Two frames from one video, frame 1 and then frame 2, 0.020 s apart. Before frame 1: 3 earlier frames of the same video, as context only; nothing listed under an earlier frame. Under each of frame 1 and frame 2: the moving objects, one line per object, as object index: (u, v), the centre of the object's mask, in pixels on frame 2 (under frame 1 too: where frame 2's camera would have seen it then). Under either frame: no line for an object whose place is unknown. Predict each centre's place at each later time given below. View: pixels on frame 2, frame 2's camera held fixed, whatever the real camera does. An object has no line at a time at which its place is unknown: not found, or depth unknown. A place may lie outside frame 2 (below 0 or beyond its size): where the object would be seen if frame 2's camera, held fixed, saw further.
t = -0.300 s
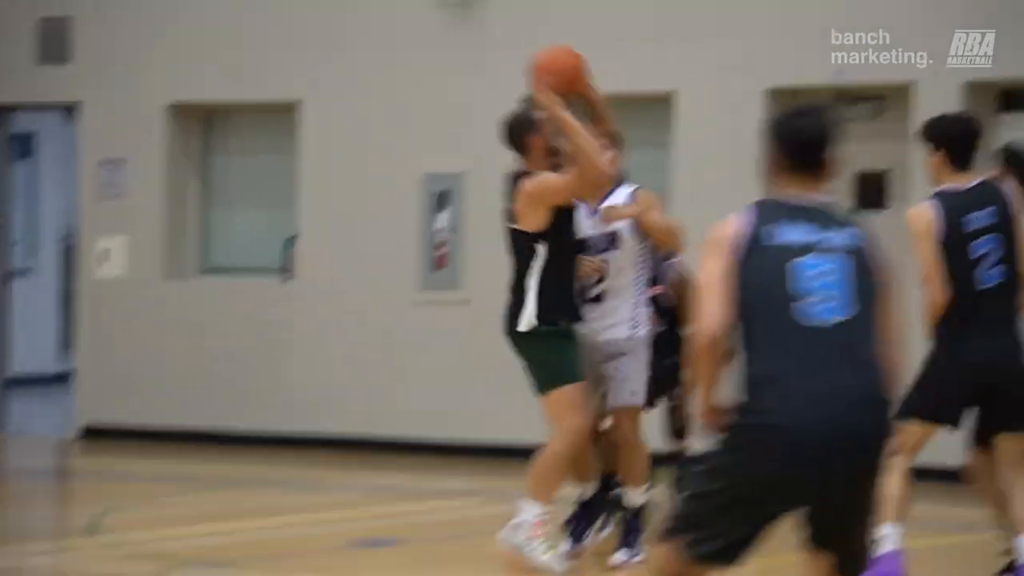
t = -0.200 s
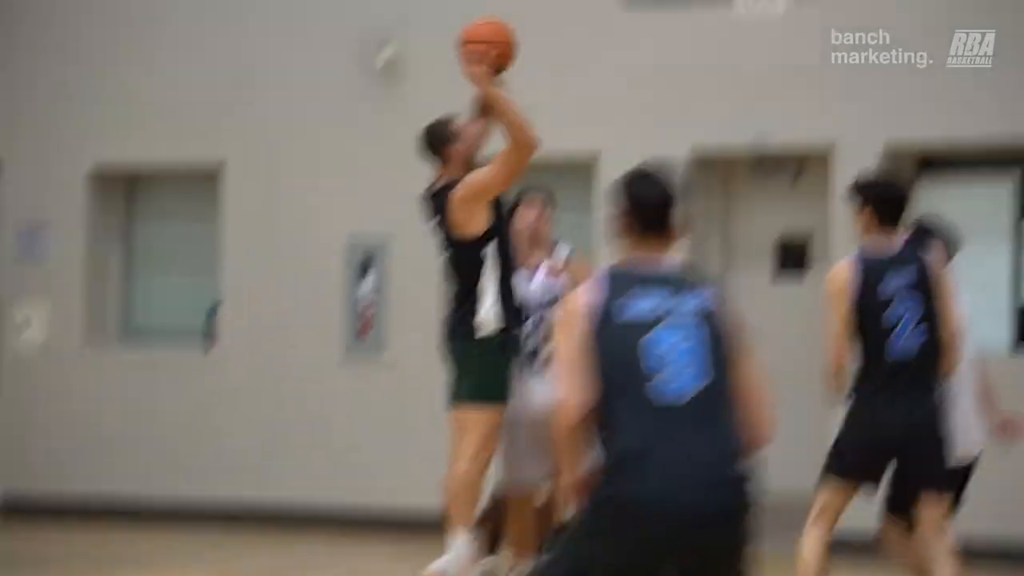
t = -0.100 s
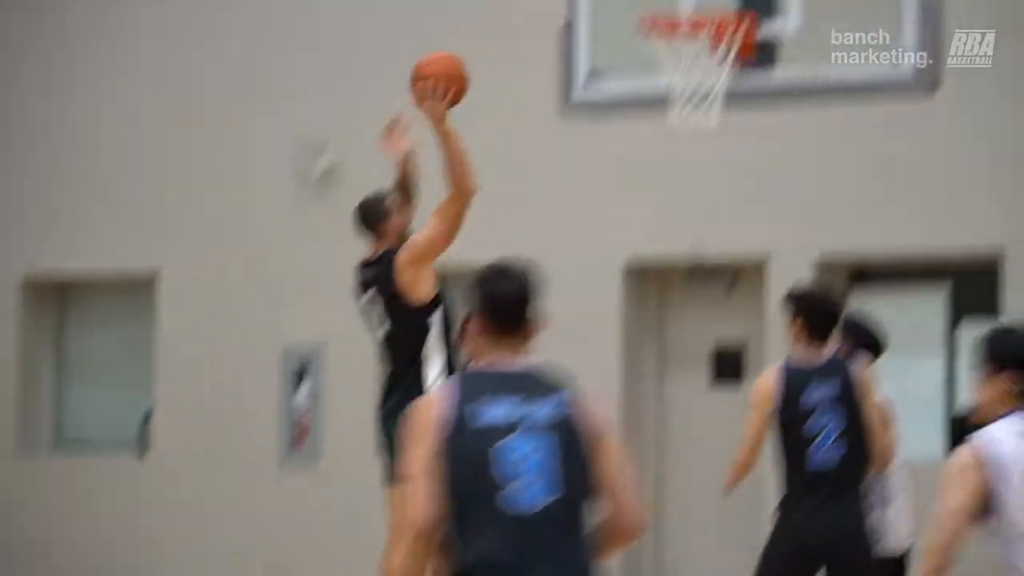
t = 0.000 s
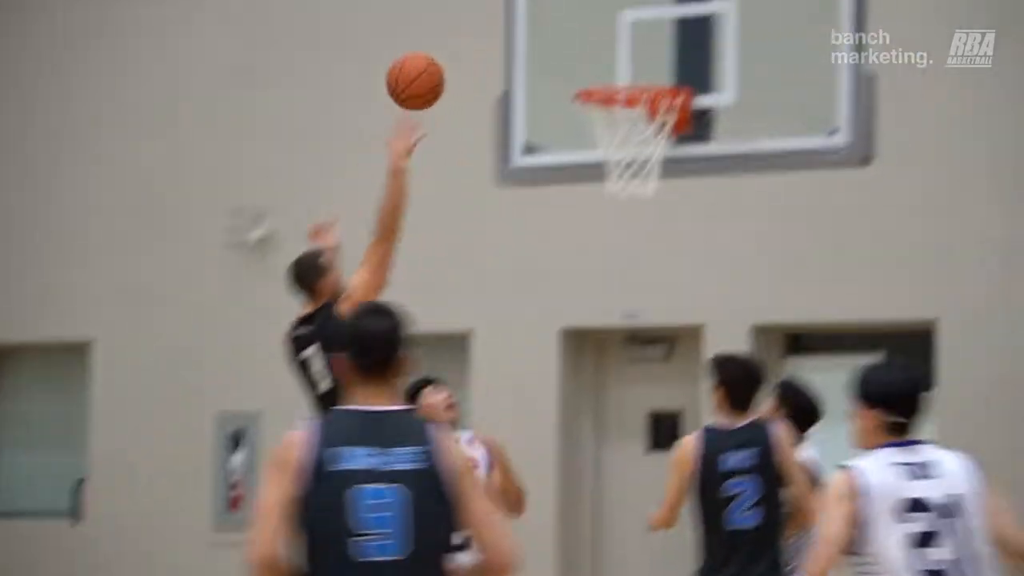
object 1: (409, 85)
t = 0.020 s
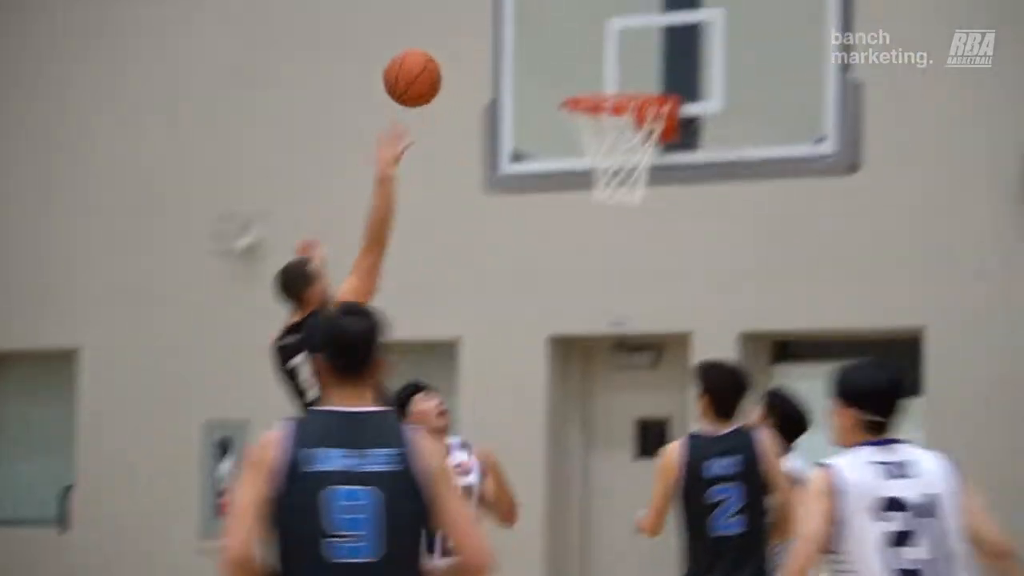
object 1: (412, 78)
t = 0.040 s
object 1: (415, 72)
